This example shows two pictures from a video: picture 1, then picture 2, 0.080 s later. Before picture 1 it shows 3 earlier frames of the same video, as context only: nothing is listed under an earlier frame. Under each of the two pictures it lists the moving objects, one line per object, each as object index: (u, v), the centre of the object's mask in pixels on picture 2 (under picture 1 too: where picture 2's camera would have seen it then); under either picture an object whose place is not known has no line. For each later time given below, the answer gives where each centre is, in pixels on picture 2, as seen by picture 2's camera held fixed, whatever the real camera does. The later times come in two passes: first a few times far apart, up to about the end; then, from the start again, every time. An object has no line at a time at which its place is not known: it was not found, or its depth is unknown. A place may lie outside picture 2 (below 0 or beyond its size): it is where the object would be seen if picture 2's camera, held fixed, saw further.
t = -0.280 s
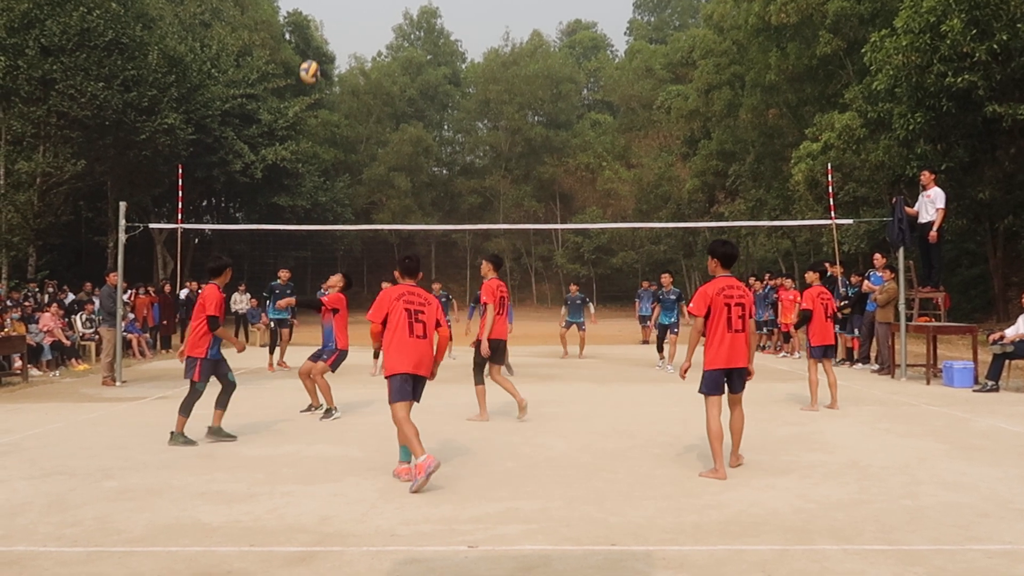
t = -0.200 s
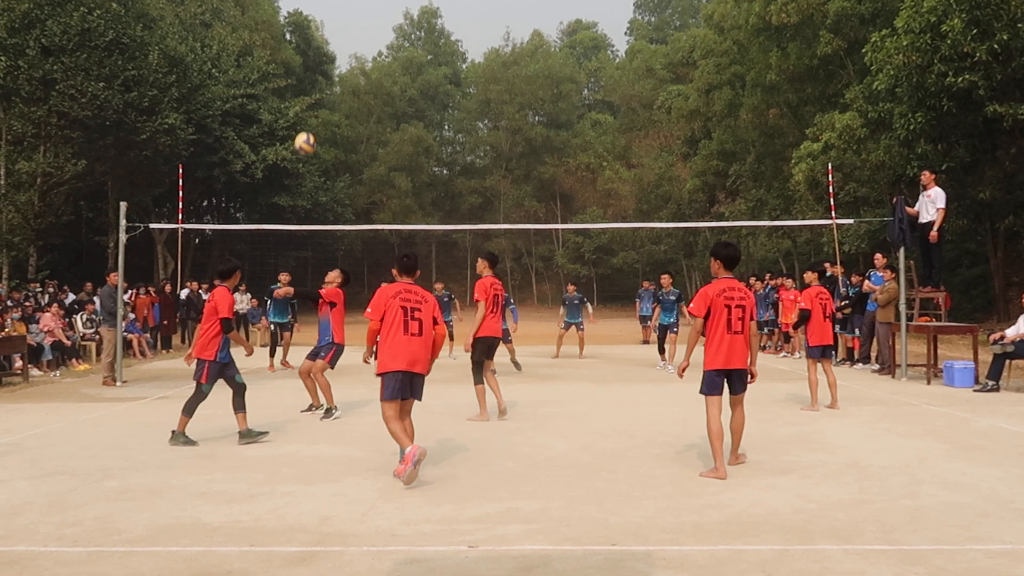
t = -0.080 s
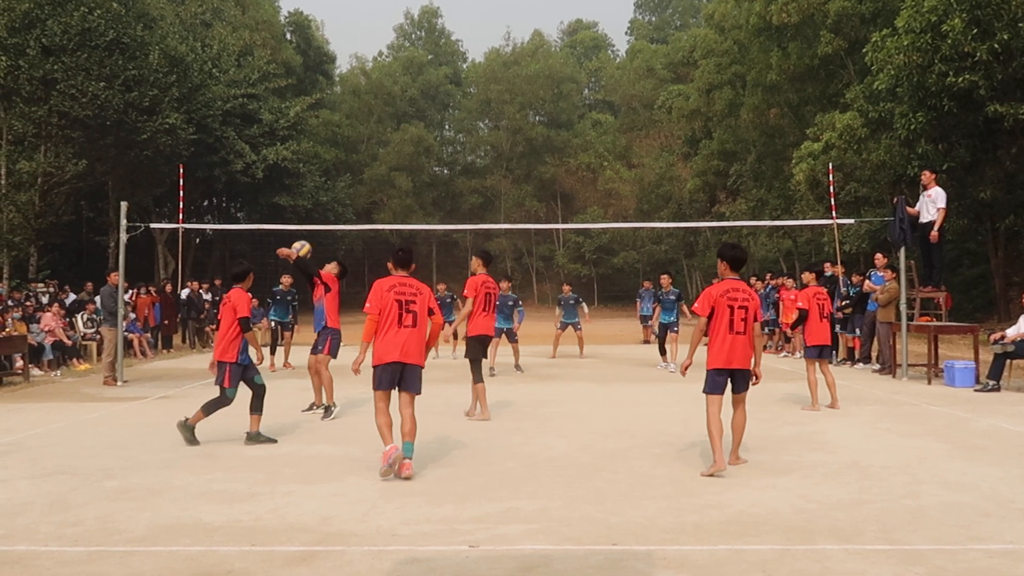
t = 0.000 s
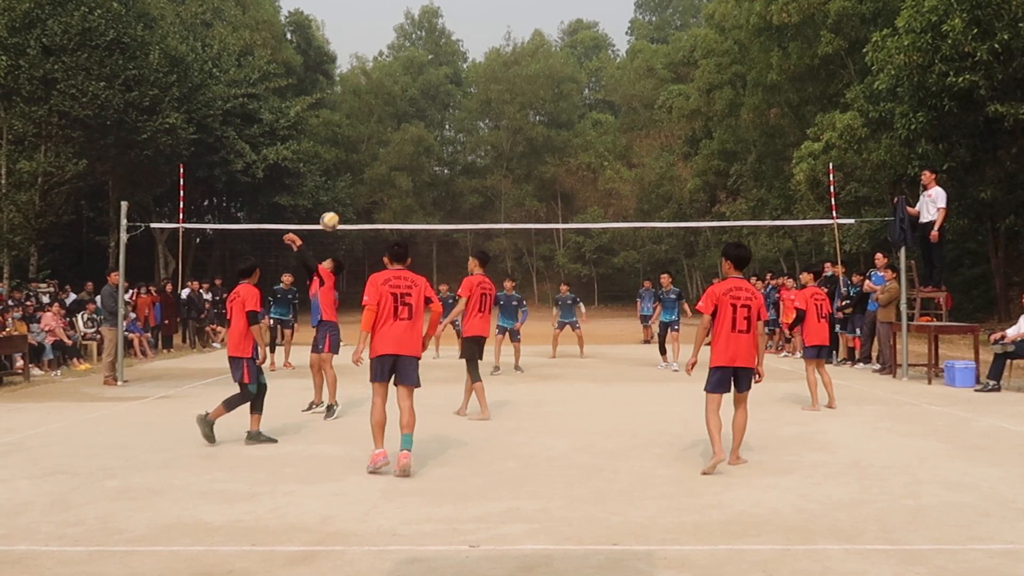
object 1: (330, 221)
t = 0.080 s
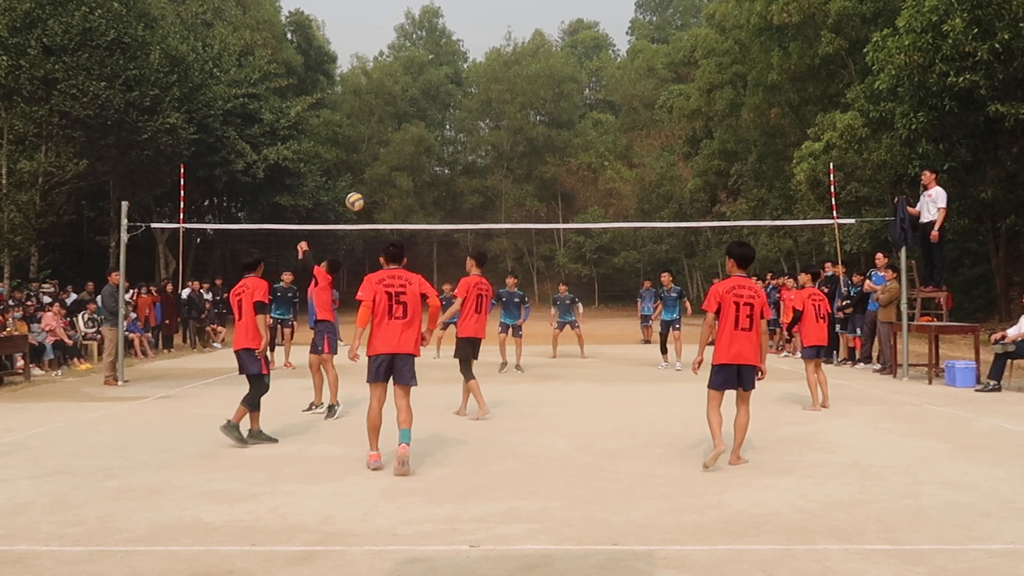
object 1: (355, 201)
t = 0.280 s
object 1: (404, 185)
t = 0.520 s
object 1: (447, 210)
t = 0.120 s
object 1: (366, 195)
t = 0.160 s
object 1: (376, 190)
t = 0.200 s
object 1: (386, 187)
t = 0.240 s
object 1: (395, 186)
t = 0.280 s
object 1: (404, 185)
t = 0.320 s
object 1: (412, 187)
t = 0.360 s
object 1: (420, 189)
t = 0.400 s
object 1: (427, 193)
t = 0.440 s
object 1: (434, 198)
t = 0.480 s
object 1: (441, 204)
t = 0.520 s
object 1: (447, 210)
